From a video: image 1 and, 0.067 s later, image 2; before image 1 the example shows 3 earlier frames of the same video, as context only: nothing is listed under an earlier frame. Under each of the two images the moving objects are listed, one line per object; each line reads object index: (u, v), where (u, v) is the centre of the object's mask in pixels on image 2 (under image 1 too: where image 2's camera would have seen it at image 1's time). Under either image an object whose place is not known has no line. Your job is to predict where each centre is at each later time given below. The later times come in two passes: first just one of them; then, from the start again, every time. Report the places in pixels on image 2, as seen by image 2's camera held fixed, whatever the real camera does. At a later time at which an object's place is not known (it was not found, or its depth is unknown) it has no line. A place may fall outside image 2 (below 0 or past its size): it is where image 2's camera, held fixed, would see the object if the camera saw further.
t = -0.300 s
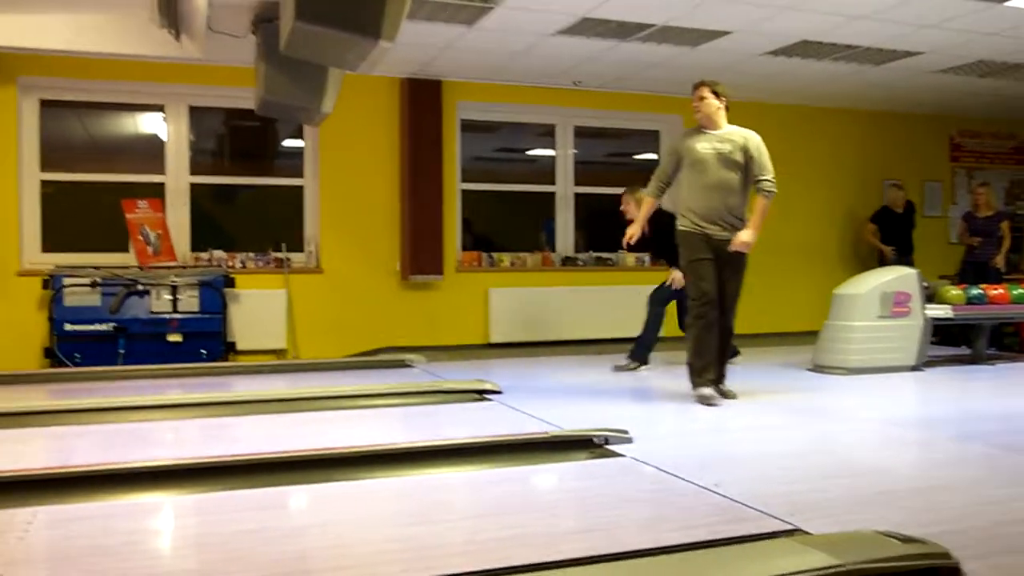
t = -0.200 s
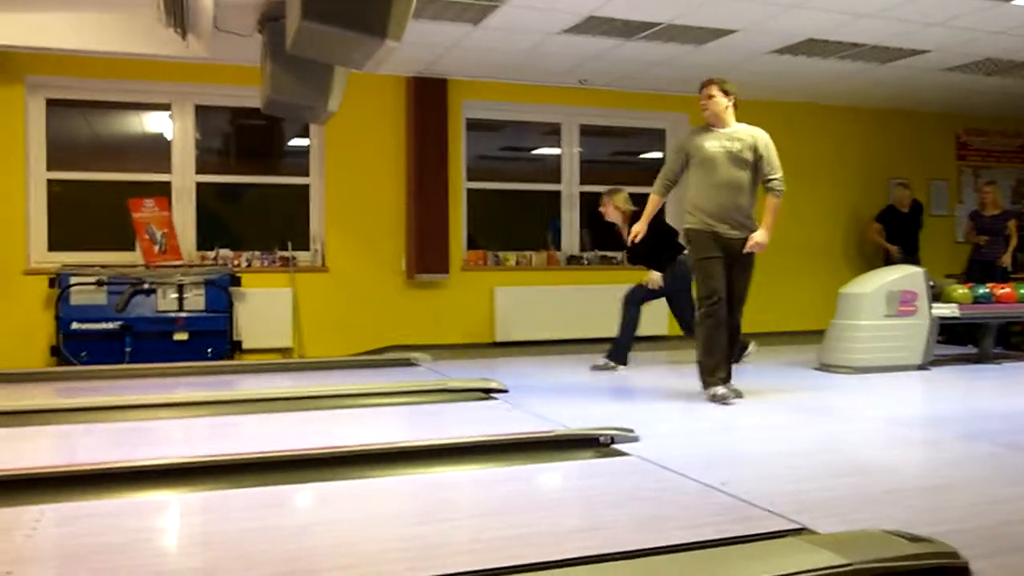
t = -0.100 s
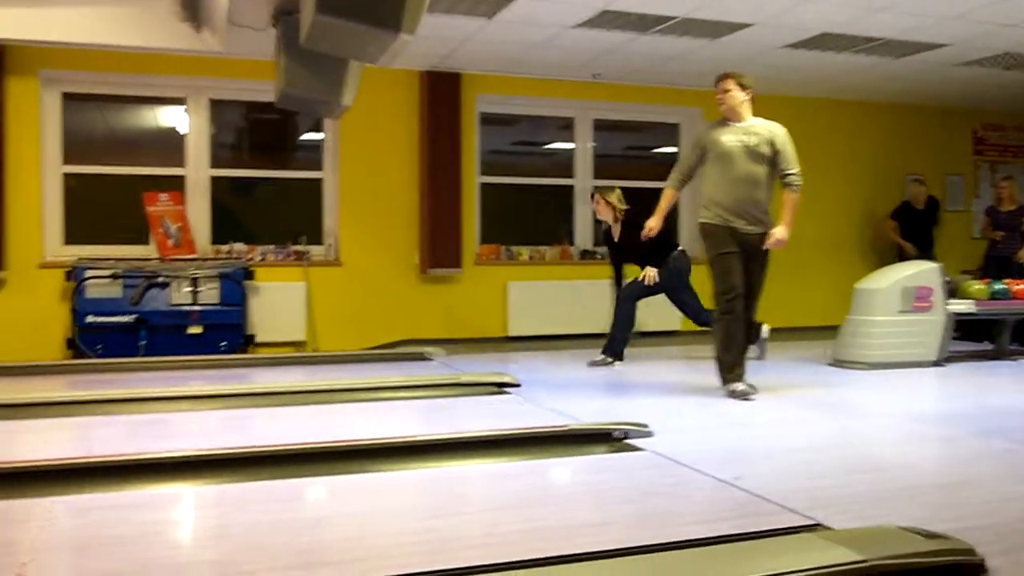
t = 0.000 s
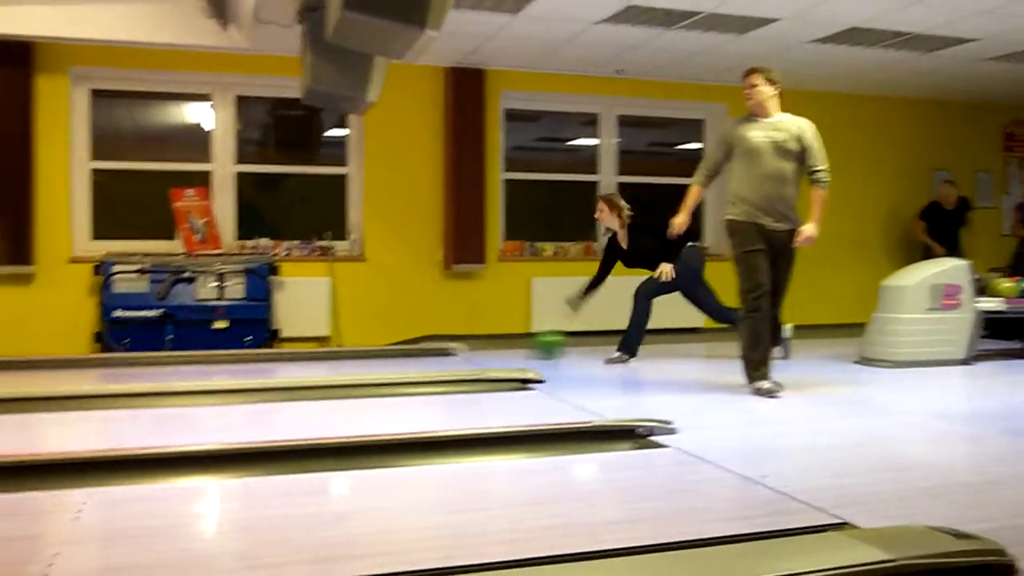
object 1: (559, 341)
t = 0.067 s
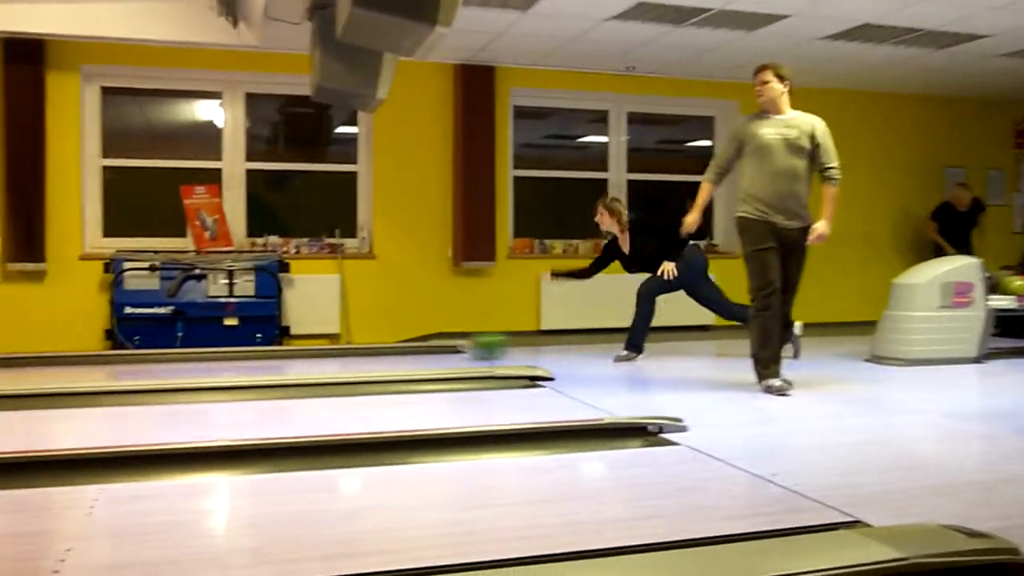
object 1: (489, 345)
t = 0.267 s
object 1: (259, 350)
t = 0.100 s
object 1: (457, 343)
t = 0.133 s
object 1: (427, 344)
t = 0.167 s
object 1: (383, 347)
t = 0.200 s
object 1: (342, 350)
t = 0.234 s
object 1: (302, 347)
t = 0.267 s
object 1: (259, 350)
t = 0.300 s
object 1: (221, 351)
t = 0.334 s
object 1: (177, 352)
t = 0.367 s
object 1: (136, 354)
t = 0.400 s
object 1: (91, 357)
